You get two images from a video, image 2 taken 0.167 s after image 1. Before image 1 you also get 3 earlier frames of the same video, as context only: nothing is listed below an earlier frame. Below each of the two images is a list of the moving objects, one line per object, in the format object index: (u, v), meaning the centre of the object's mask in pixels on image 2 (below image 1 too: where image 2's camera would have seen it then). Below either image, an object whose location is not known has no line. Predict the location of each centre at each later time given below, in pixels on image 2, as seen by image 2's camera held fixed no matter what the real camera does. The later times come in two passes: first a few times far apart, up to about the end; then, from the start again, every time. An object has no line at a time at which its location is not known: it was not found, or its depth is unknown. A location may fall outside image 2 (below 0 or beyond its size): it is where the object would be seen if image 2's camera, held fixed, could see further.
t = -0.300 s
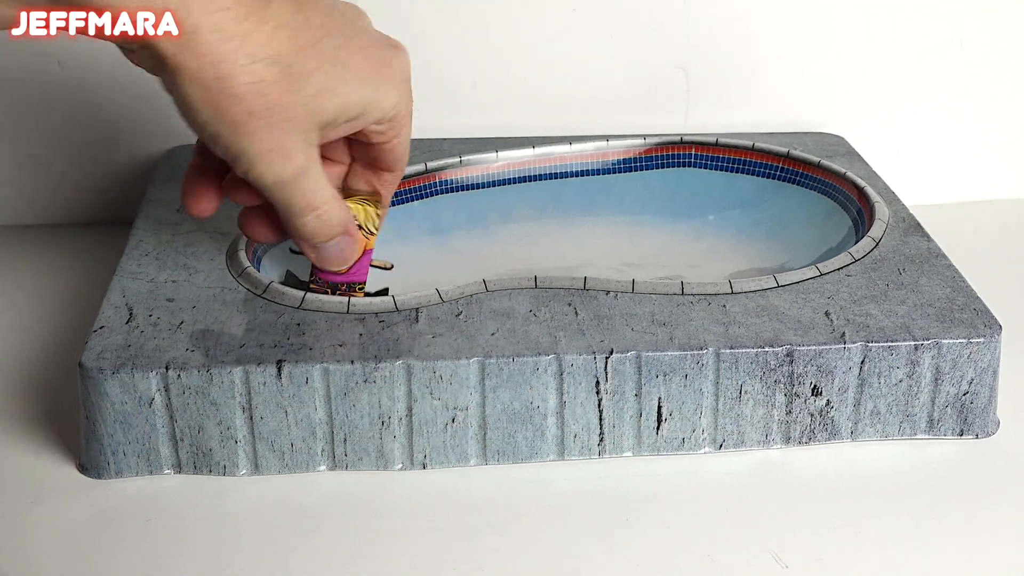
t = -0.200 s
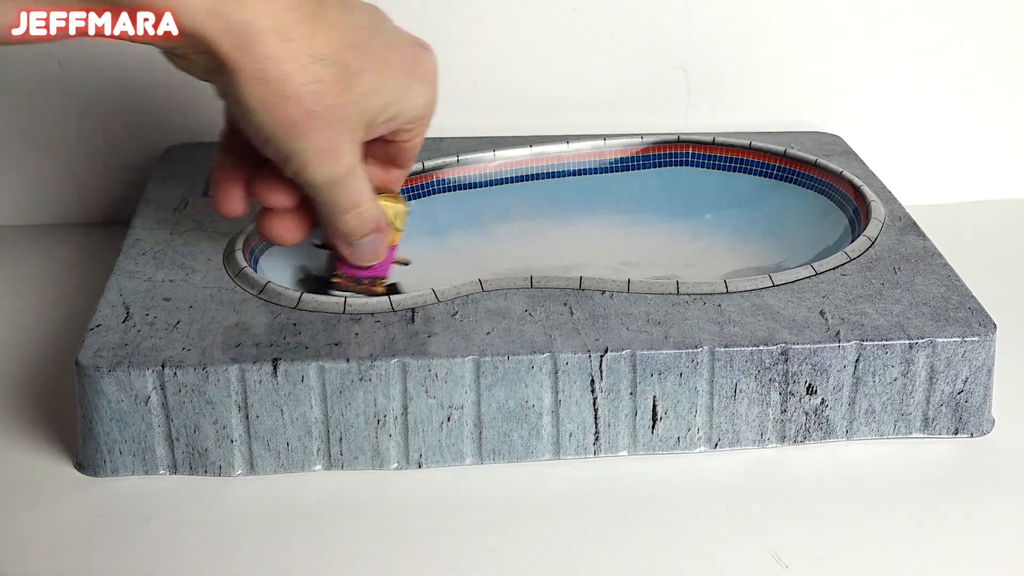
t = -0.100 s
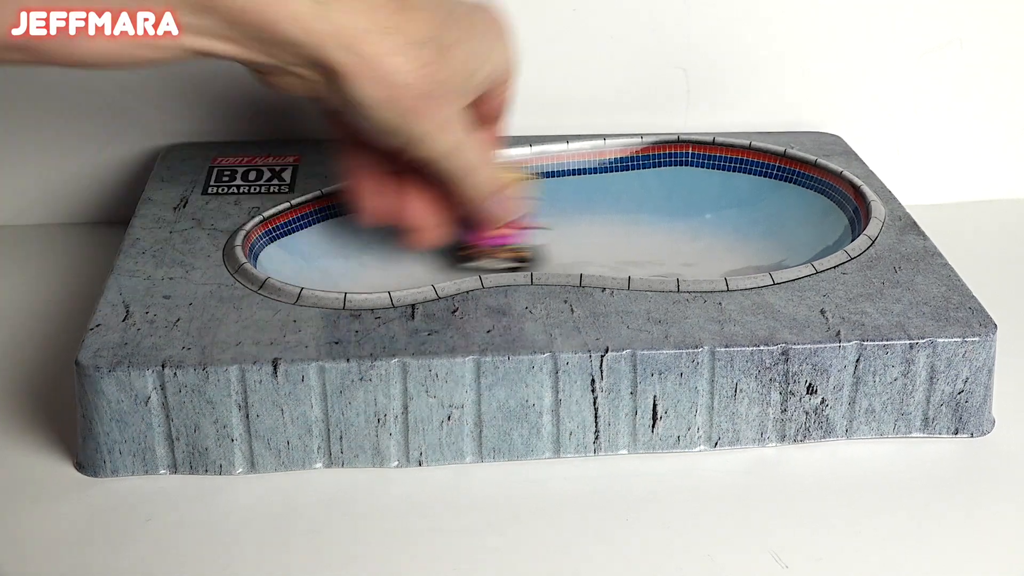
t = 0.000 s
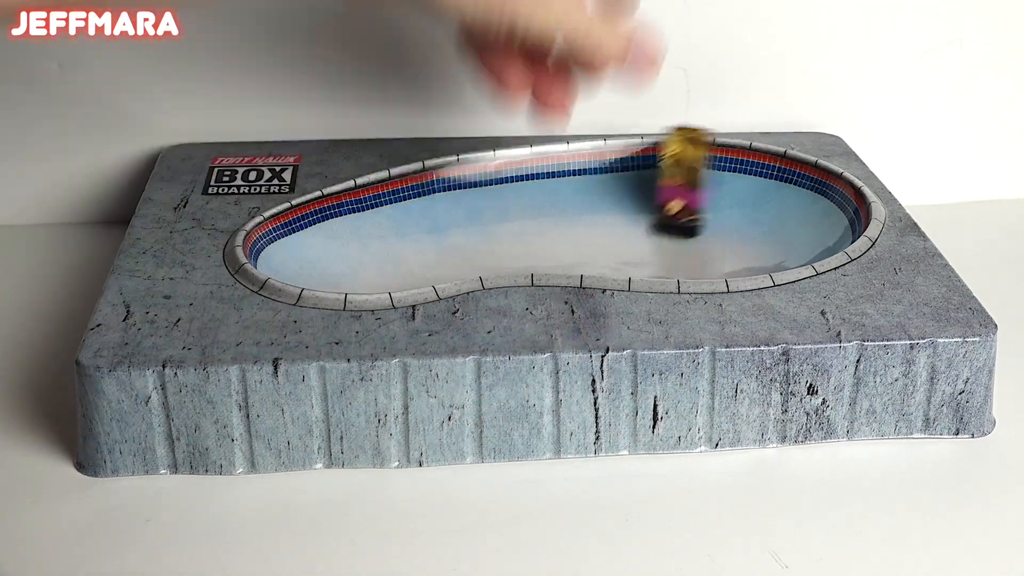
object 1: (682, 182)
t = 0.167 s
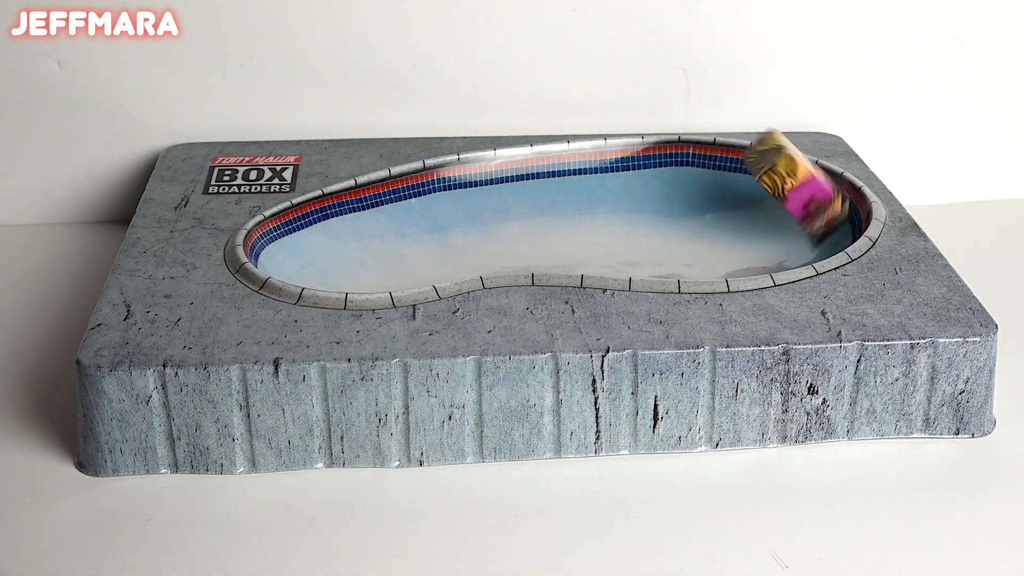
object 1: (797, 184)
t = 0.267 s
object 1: (749, 227)
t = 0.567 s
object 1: (494, 231)
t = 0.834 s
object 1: (459, 227)
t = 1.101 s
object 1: (526, 230)
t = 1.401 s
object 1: (573, 226)
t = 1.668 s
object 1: (610, 224)
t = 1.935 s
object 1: (625, 226)
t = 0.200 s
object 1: (791, 202)
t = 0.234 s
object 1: (774, 217)
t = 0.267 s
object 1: (749, 227)
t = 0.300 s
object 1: (719, 232)
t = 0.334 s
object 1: (686, 236)
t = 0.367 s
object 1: (656, 237)
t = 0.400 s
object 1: (623, 235)
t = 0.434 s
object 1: (593, 234)
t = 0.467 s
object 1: (567, 233)
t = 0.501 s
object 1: (542, 233)
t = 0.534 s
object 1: (517, 231)
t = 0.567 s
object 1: (494, 231)
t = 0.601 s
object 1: (478, 228)
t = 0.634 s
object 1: (465, 223)
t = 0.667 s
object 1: (457, 217)
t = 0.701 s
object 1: (452, 214)
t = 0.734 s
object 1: (451, 214)
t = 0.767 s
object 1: (452, 217)
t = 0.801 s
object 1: (454, 221)
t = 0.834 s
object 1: (459, 227)
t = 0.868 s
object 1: (467, 231)
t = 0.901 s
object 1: (477, 232)
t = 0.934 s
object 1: (487, 230)
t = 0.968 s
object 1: (496, 231)
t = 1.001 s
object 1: (505, 231)
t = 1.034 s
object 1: (513, 232)
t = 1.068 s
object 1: (519, 231)
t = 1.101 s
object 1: (526, 230)
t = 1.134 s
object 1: (531, 230)
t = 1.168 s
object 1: (536, 229)
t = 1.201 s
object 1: (541, 228)
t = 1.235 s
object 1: (547, 227)
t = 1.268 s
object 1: (553, 225)
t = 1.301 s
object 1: (557, 224)
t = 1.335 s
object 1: (563, 227)
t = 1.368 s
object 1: (568, 226)
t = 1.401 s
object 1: (573, 226)
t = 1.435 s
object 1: (578, 225)
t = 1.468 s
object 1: (583, 224)
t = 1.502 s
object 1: (588, 224)
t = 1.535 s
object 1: (593, 224)
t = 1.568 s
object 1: (598, 223)
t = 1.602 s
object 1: (602, 223)
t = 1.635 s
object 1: (606, 223)
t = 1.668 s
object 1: (610, 224)
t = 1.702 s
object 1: (613, 224)
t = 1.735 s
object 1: (616, 225)
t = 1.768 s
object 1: (618, 225)
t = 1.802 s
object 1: (620, 225)
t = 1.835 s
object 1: (622, 226)
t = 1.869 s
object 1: (624, 226)
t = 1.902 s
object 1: (625, 226)
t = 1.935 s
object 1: (625, 226)
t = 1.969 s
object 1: (625, 226)
